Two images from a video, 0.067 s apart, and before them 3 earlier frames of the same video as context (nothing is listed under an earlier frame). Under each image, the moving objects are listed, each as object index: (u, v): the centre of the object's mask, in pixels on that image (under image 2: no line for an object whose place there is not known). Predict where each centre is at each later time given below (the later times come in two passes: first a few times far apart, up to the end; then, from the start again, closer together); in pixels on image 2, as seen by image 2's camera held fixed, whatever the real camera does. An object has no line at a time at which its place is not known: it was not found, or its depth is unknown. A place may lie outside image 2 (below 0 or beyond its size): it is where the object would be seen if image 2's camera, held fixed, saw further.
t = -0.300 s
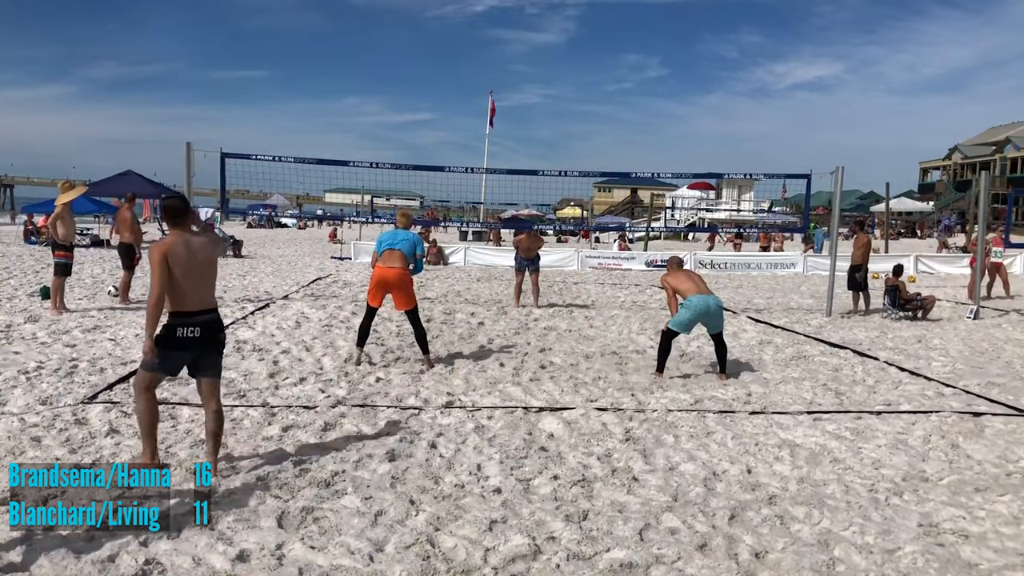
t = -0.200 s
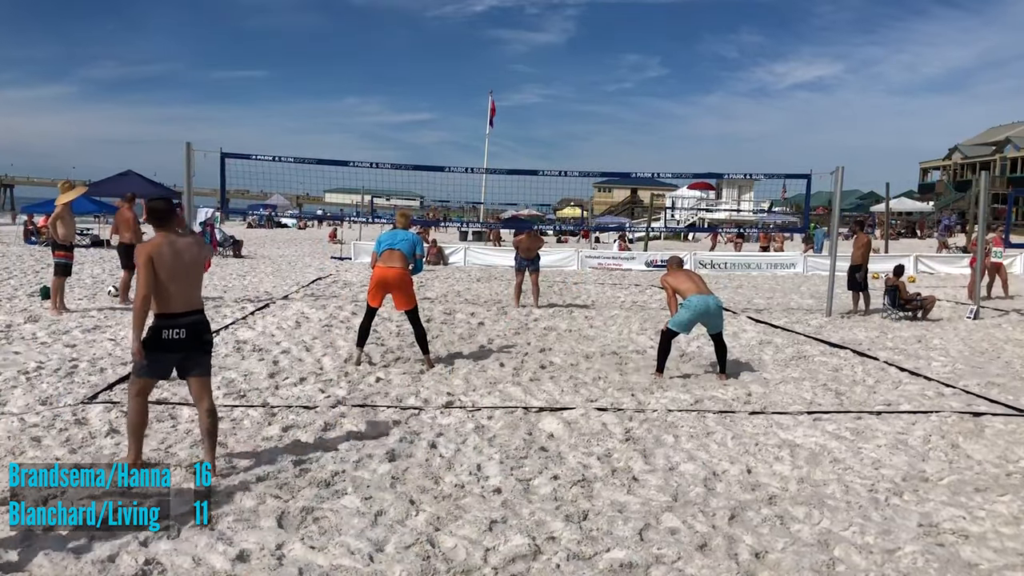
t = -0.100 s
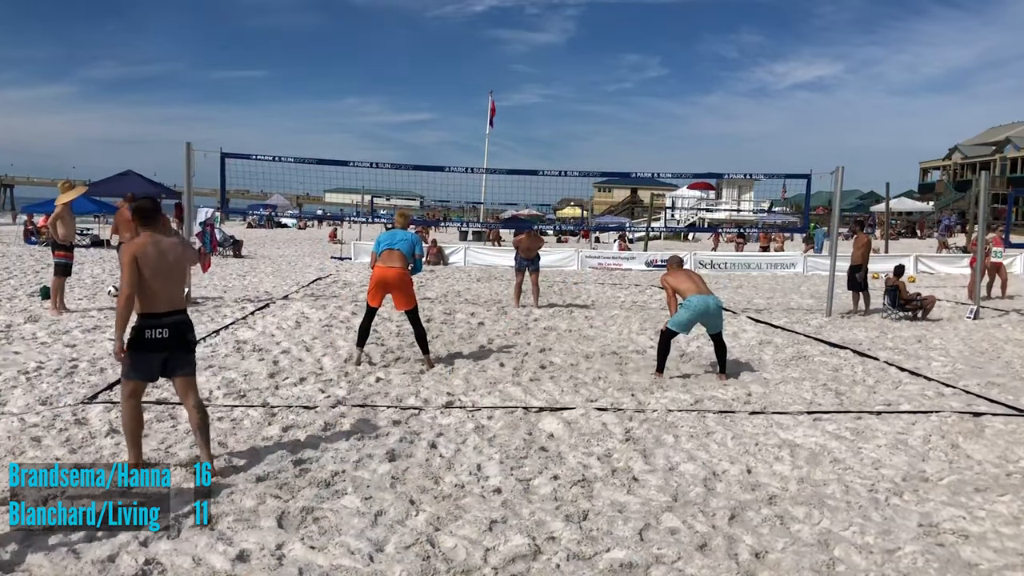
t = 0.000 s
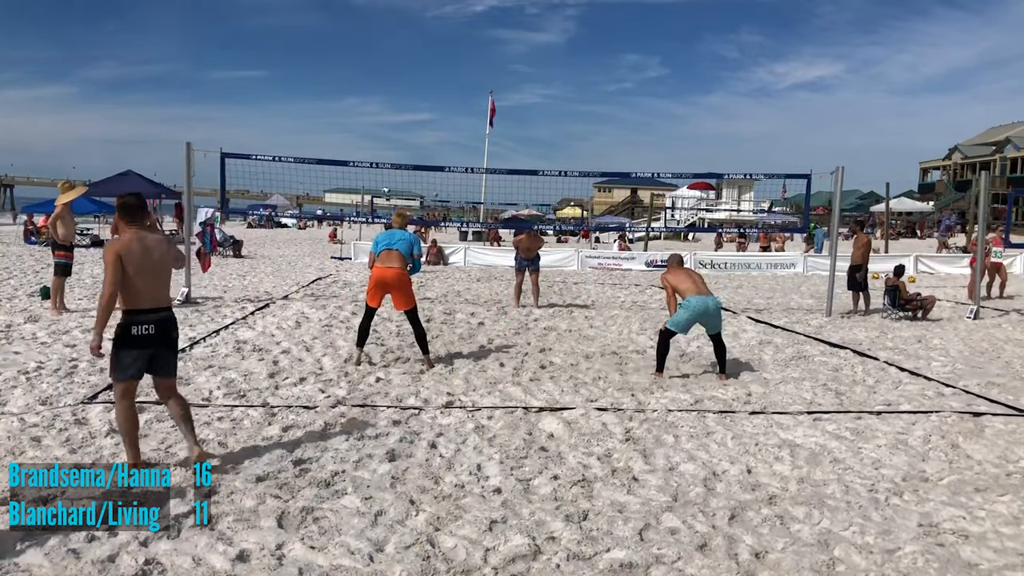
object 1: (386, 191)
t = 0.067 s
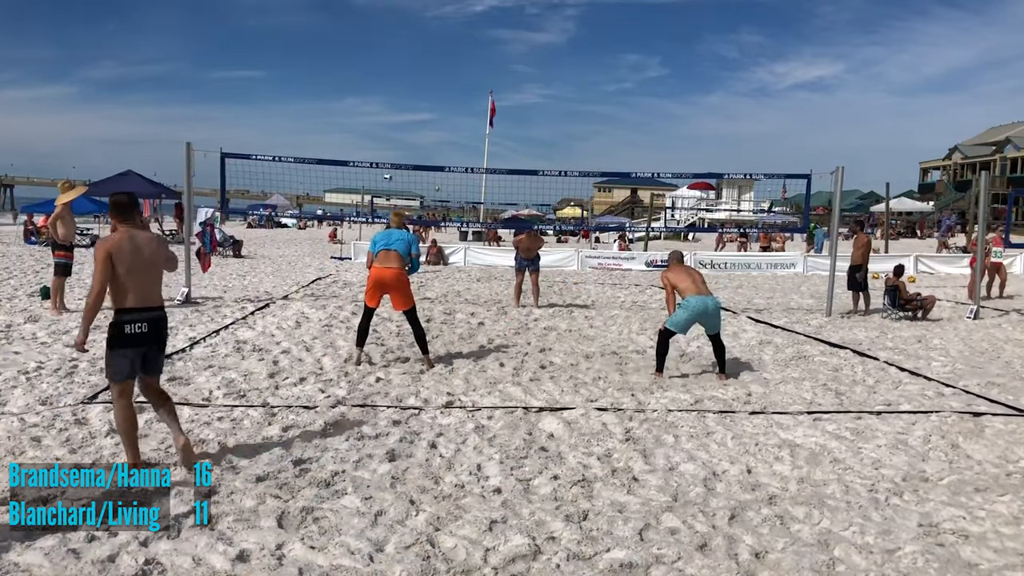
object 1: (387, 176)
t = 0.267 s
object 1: (391, 149)
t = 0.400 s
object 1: (394, 138)
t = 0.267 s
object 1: (391, 149)
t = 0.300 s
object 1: (392, 146)
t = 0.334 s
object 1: (393, 143)
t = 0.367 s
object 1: (394, 140)
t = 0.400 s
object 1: (394, 138)
